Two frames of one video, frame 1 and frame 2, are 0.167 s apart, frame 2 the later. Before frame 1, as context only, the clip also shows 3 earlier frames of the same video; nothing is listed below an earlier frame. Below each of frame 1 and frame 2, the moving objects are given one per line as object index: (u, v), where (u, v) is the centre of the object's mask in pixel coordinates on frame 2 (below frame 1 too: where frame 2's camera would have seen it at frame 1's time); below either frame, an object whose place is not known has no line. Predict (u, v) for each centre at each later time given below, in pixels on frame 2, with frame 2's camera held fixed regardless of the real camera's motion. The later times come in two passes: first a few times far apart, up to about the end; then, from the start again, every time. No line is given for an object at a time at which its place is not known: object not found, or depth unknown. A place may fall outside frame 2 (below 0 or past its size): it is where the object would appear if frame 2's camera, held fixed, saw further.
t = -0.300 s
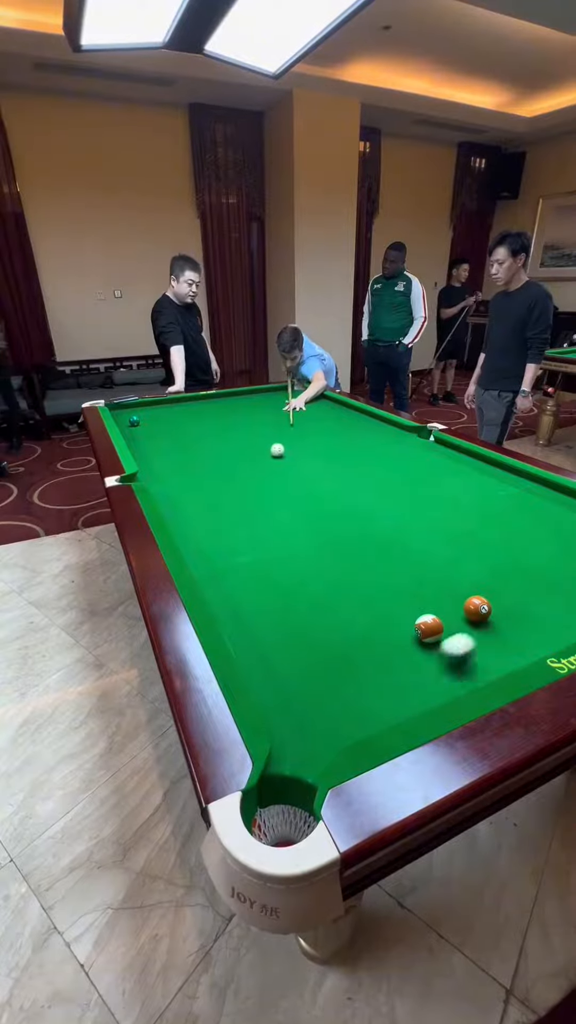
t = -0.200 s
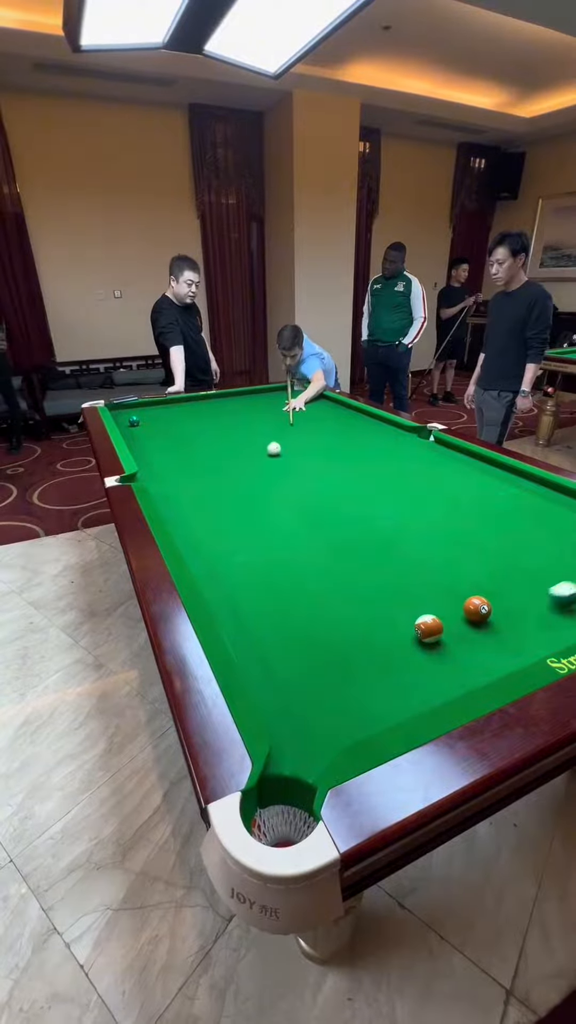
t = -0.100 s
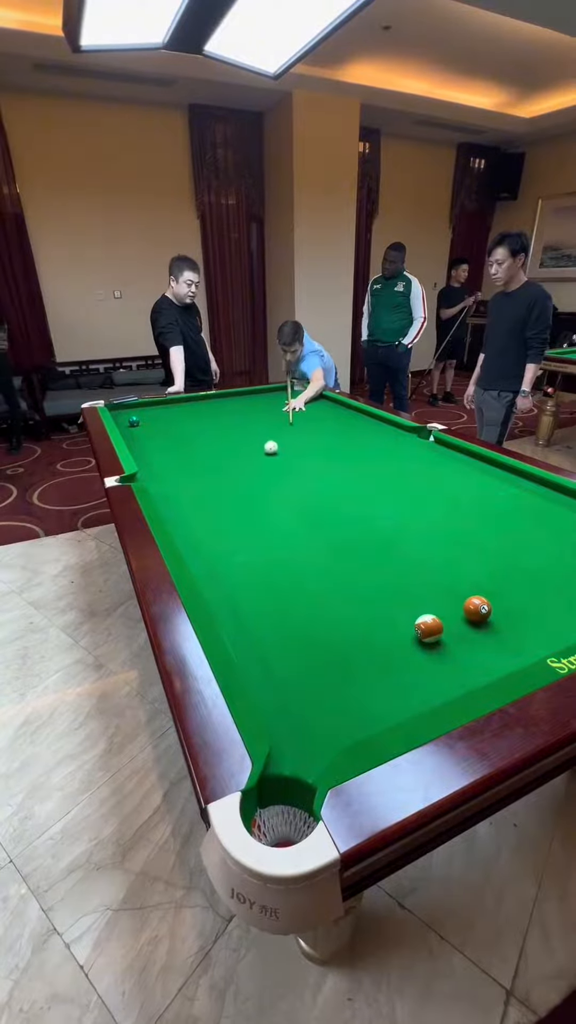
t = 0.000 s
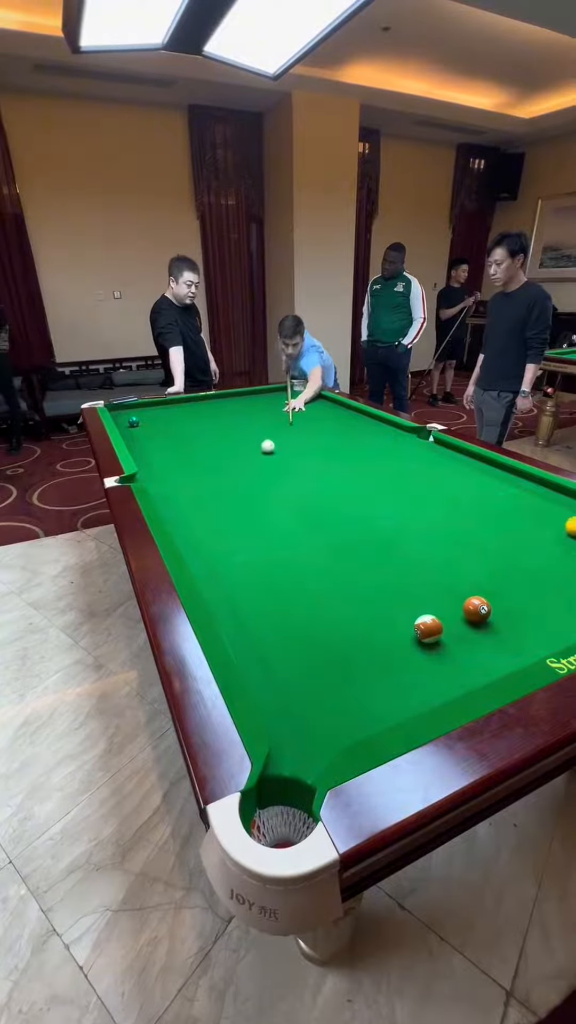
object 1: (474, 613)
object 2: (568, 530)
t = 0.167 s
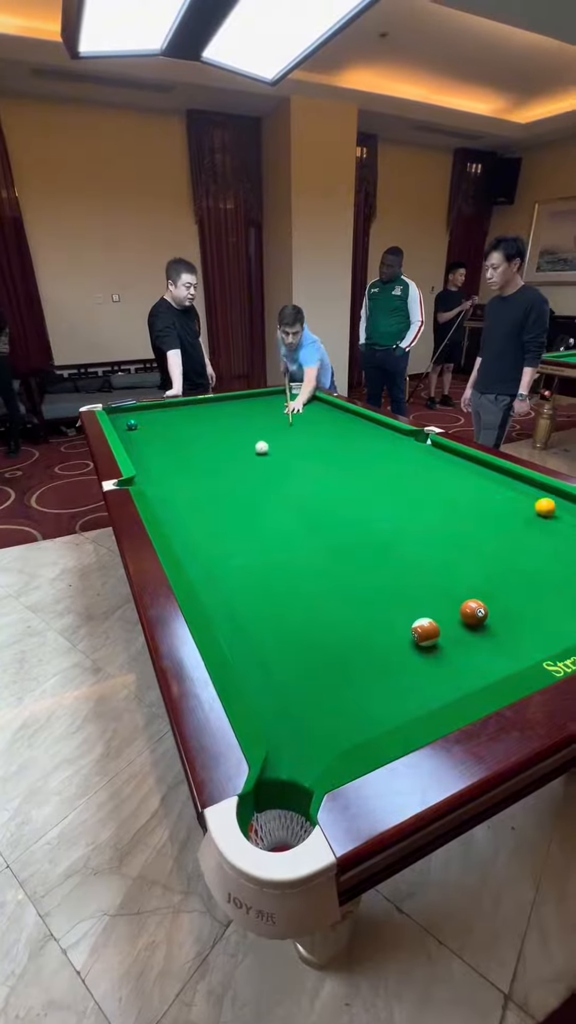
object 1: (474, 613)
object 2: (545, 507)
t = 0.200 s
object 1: (474, 613)
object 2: (540, 503)
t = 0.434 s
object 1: (474, 613)
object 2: (511, 480)
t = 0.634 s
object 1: (473, 613)
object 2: (483, 467)
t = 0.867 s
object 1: (465, 640)
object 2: (447, 457)
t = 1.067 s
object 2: (421, 449)
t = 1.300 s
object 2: (393, 442)
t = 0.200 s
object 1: (474, 613)
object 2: (540, 503)
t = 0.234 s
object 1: (474, 613)
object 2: (536, 499)
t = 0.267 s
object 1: (474, 613)
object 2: (531, 496)
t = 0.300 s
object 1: (474, 613)
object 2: (527, 493)
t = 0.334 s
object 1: (474, 613)
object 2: (522, 489)
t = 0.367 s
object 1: (474, 613)
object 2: (518, 486)
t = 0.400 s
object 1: (474, 613)
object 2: (515, 483)
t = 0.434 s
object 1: (474, 613)
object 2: (511, 480)
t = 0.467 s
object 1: (474, 613)
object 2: (507, 477)
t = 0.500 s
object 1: (474, 613)
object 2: (504, 474)
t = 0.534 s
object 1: (474, 613)
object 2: (500, 471)
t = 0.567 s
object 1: (474, 612)
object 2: (494, 470)
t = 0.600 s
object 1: (473, 613)
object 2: (488, 468)
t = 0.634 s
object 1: (473, 613)
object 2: (483, 467)
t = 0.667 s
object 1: (473, 615)
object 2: (478, 465)
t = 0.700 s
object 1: (471, 620)
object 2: (472, 464)
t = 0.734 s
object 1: (470, 625)
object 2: (467, 462)
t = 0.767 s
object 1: (469, 629)
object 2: (462, 461)
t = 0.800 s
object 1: (467, 632)
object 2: (457, 459)
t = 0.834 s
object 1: (466, 636)
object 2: (452, 458)
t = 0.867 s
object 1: (465, 640)
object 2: (447, 457)
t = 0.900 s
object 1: (463, 644)
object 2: (443, 455)
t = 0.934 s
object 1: (462, 648)
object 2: (438, 454)
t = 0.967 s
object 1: (461, 653)
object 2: (434, 453)
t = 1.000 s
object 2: (429, 452)
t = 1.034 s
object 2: (425, 451)
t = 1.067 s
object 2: (421, 449)
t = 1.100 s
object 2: (417, 448)
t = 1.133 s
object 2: (413, 447)
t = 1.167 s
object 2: (409, 446)
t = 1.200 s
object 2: (405, 445)
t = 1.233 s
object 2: (401, 444)
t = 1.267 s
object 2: (397, 443)
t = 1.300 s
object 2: (393, 442)
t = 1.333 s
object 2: (390, 441)
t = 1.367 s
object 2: (386, 440)
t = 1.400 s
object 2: (383, 439)
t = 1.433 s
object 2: (379, 438)
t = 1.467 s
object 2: (376, 437)
